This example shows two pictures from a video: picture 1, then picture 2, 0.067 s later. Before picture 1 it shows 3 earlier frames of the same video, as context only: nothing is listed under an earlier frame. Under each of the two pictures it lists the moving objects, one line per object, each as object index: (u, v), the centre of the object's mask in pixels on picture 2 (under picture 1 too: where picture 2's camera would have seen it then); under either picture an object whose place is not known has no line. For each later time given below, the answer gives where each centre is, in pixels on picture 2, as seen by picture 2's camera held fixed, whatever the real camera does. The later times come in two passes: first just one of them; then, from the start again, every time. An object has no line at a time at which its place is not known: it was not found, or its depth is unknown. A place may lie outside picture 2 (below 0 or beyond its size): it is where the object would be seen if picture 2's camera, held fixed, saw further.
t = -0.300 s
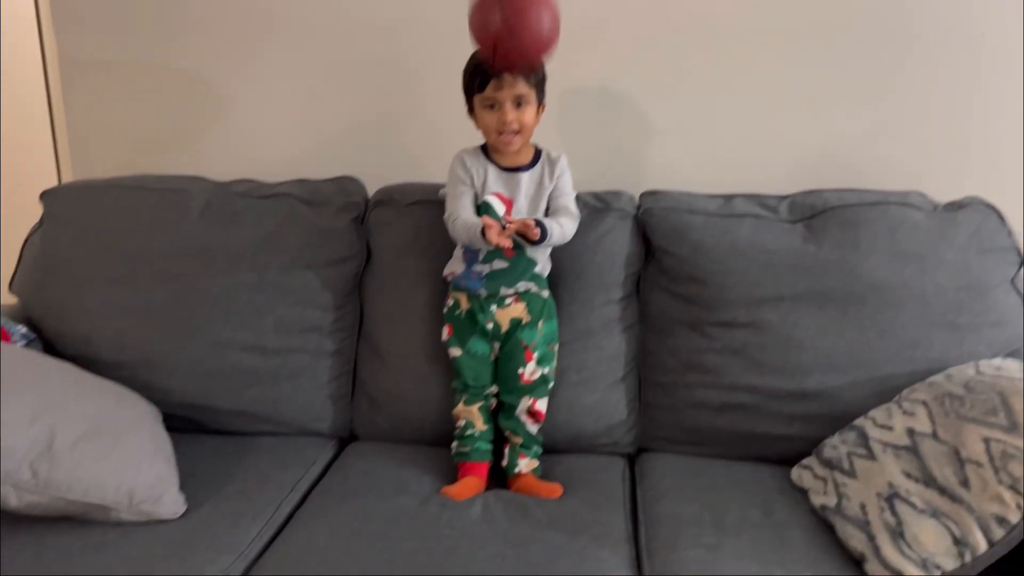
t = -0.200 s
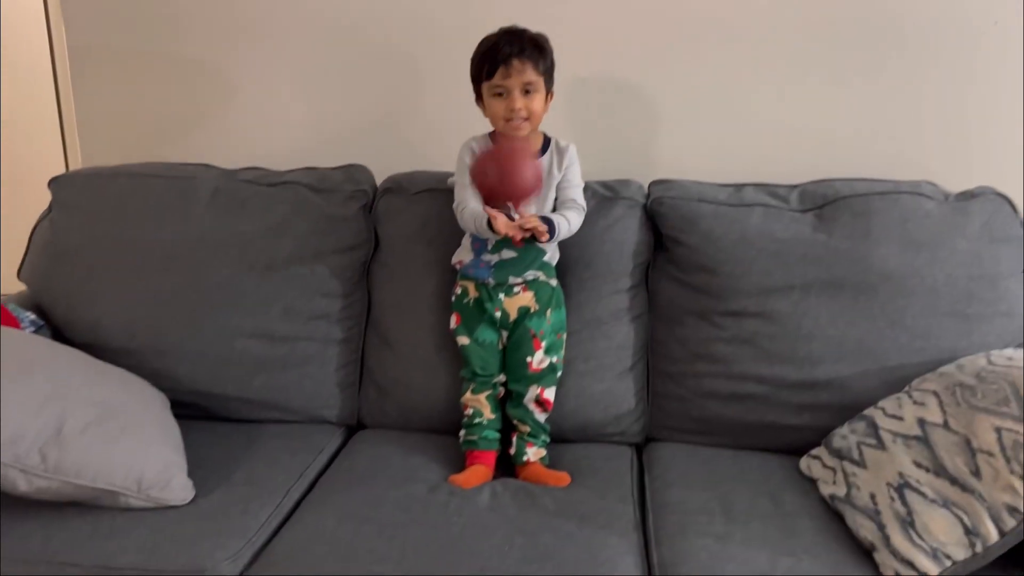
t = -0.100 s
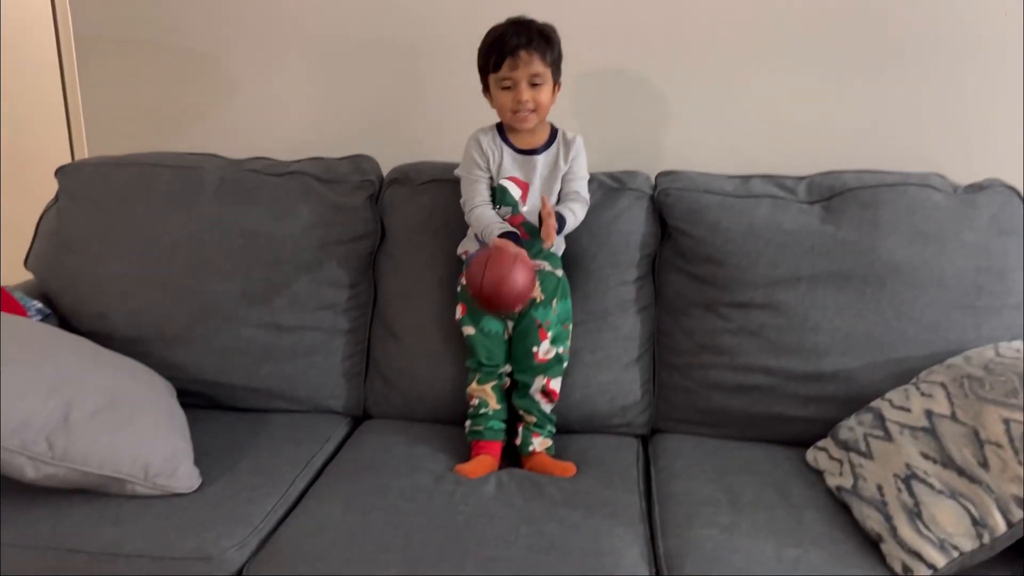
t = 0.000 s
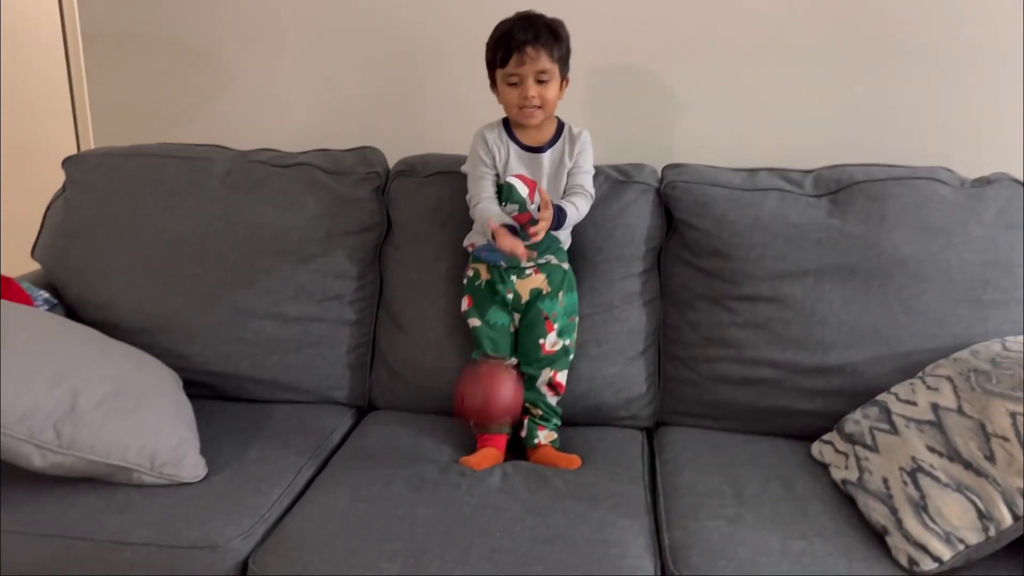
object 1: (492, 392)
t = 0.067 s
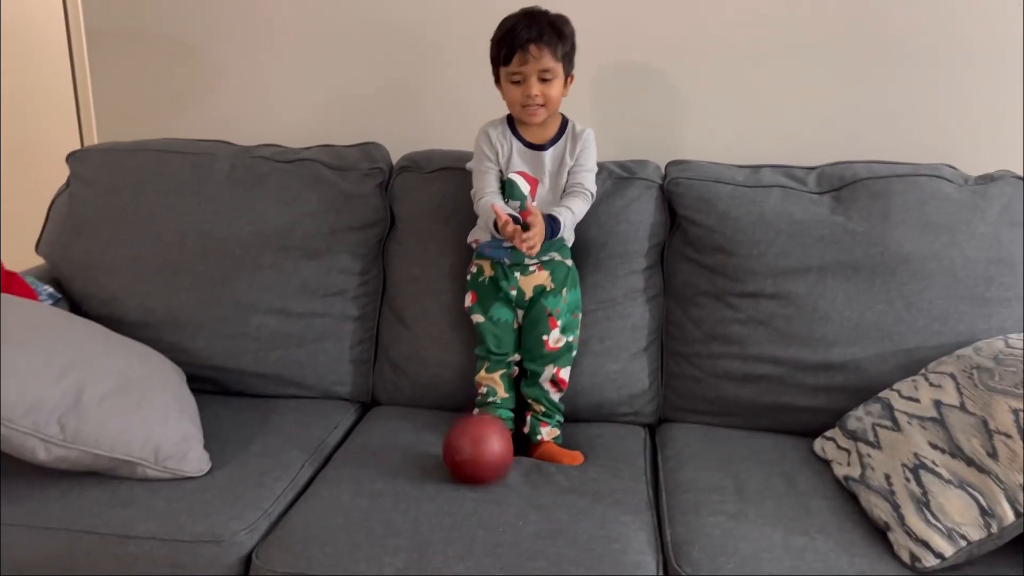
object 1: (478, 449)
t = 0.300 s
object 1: (434, 435)
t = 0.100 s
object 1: (471, 428)
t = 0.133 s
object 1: (465, 414)
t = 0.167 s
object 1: (459, 407)
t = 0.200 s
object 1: (453, 406)
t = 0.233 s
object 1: (447, 409)
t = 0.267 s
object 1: (441, 419)
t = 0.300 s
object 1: (434, 435)
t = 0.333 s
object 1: (427, 459)
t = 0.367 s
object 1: (420, 474)
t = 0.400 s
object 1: (412, 461)
